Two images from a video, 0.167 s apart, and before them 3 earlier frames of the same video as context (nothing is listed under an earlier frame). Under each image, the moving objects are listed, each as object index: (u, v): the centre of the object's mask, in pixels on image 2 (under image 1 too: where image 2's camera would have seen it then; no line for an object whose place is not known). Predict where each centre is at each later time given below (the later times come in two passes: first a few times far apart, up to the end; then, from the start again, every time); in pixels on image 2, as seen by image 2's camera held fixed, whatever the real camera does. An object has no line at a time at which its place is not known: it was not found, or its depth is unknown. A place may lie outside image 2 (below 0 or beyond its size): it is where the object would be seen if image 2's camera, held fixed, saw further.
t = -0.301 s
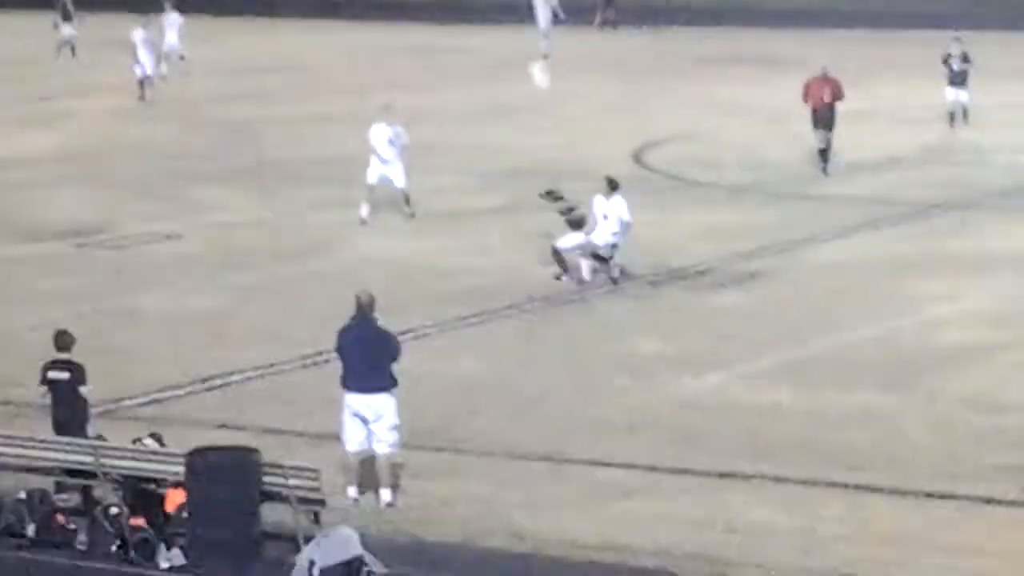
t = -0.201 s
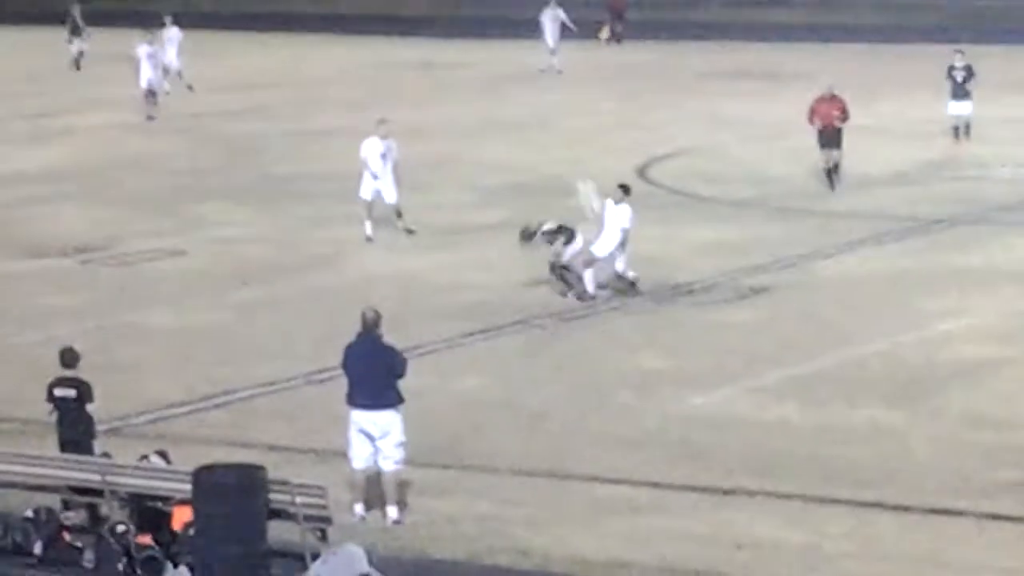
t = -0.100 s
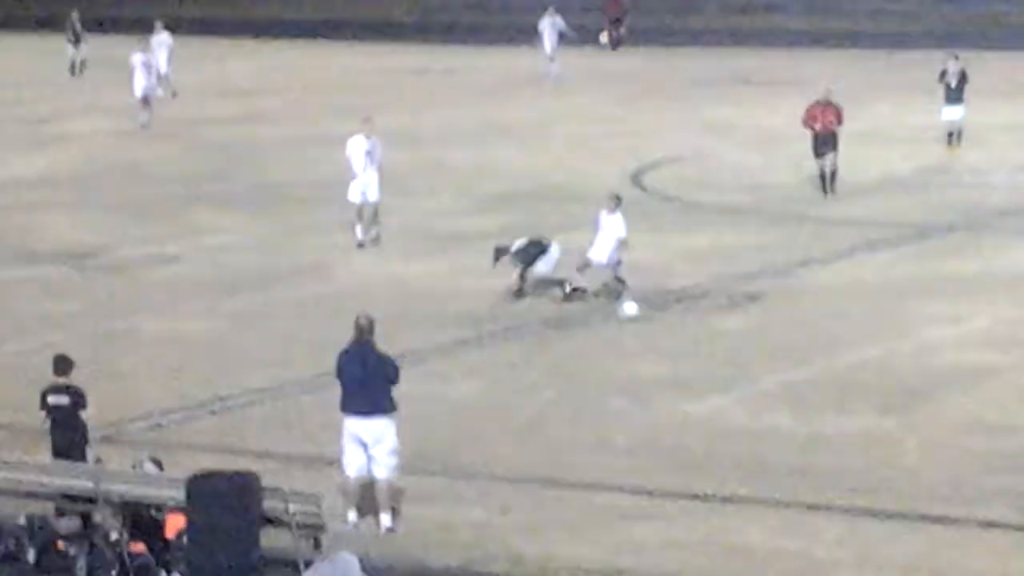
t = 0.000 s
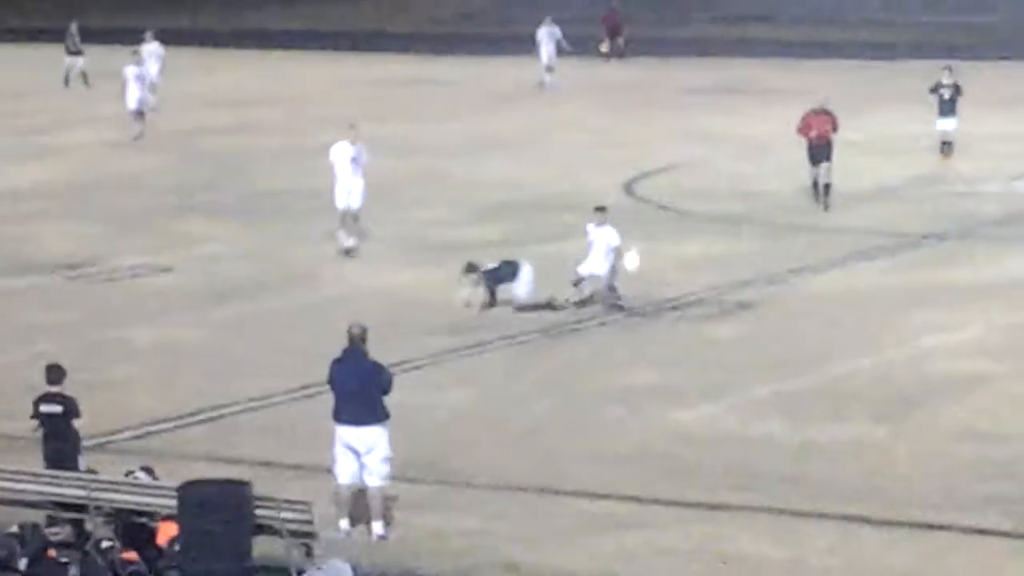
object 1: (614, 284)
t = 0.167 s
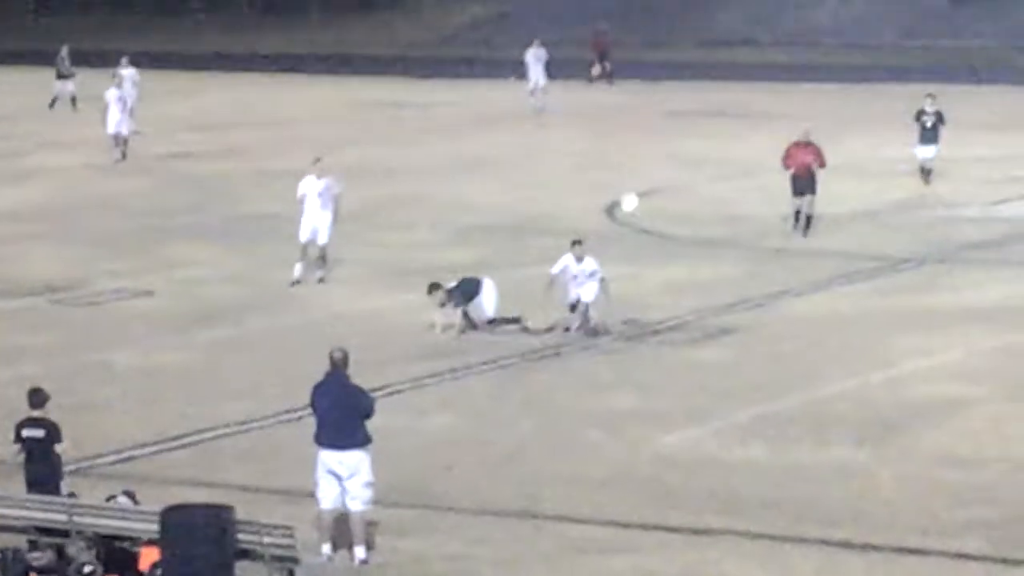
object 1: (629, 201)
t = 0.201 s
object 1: (633, 186)
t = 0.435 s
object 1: (655, 121)
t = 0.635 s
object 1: (677, 102)
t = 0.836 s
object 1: (695, 116)
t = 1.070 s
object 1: (718, 181)
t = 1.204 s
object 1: (732, 243)
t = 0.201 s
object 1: (633, 186)
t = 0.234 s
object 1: (637, 175)
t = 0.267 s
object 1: (640, 164)
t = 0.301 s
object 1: (643, 153)
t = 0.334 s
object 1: (645, 143)
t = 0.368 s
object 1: (648, 134)
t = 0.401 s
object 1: (652, 128)
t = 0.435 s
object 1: (655, 121)
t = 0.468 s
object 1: (663, 116)
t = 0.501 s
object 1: (665, 110)
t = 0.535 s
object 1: (666, 106)
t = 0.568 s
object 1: (670, 105)
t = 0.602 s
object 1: (673, 102)
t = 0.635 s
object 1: (677, 102)
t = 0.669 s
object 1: (679, 101)
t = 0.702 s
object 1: (682, 103)
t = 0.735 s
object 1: (684, 105)
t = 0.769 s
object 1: (688, 108)
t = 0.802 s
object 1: (692, 112)
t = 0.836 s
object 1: (695, 116)
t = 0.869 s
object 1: (699, 124)
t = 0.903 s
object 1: (700, 131)
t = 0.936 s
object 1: (705, 138)
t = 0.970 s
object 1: (708, 146)
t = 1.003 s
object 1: (712, 158)
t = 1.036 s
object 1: (715, 170)
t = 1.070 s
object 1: (718, 181)
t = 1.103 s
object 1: (722, 194)
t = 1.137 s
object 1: (724, 209)
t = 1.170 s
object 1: (730, 225)
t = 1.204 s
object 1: (732, 243)
